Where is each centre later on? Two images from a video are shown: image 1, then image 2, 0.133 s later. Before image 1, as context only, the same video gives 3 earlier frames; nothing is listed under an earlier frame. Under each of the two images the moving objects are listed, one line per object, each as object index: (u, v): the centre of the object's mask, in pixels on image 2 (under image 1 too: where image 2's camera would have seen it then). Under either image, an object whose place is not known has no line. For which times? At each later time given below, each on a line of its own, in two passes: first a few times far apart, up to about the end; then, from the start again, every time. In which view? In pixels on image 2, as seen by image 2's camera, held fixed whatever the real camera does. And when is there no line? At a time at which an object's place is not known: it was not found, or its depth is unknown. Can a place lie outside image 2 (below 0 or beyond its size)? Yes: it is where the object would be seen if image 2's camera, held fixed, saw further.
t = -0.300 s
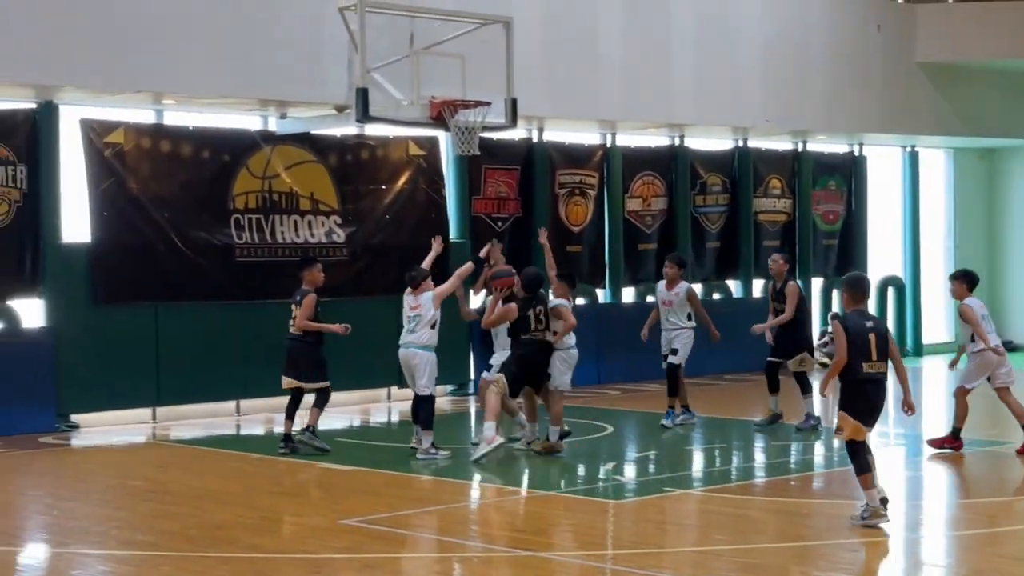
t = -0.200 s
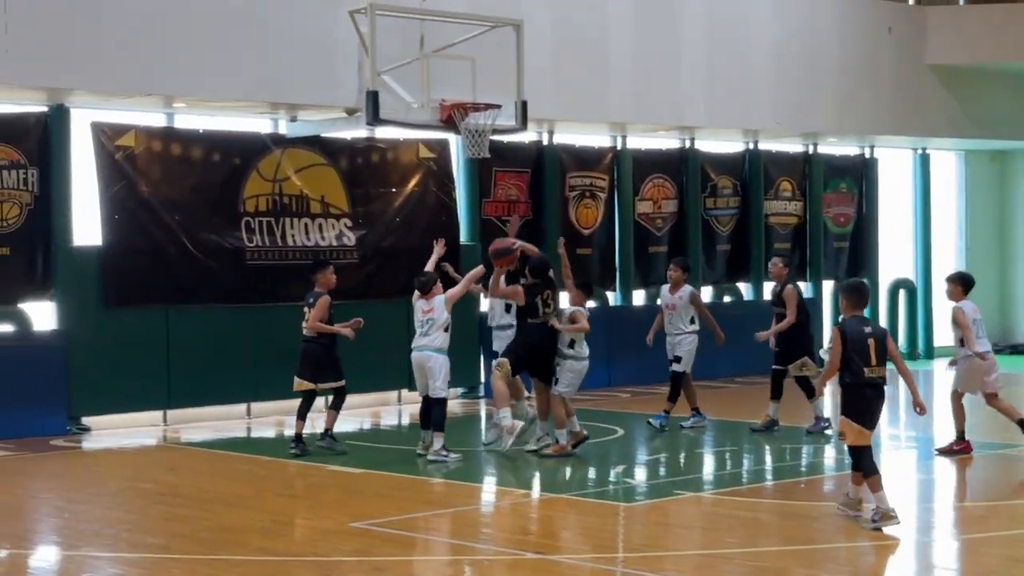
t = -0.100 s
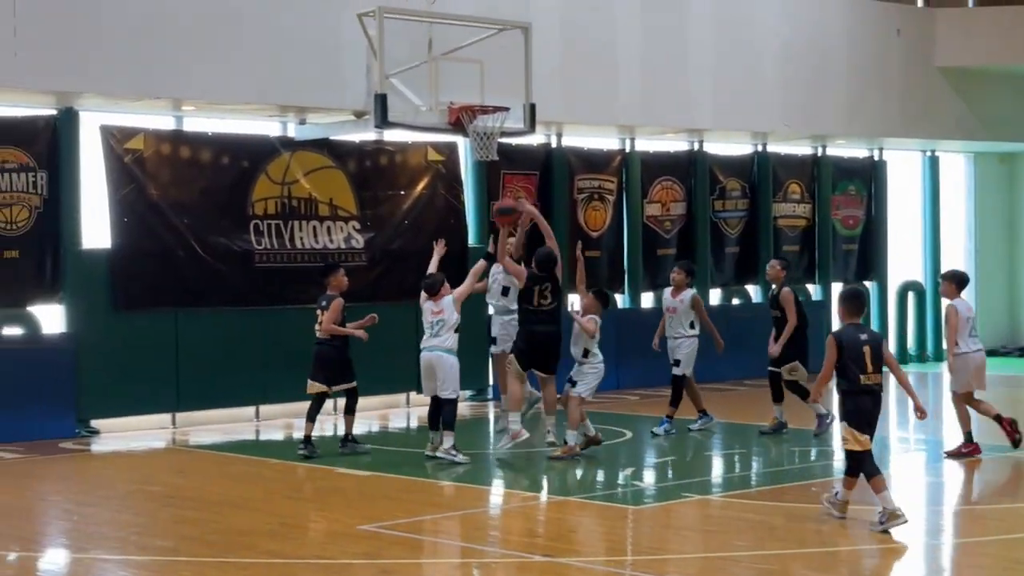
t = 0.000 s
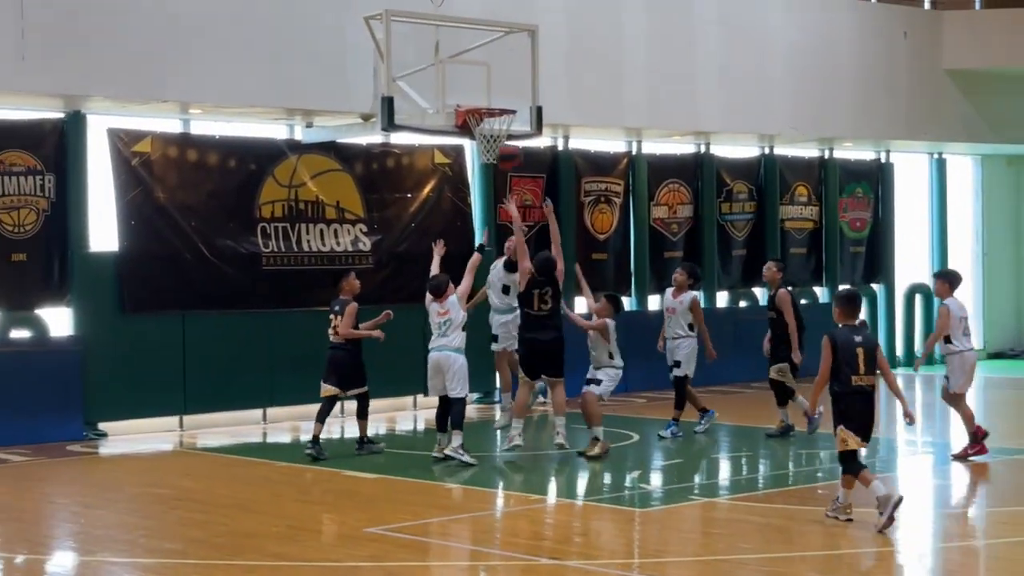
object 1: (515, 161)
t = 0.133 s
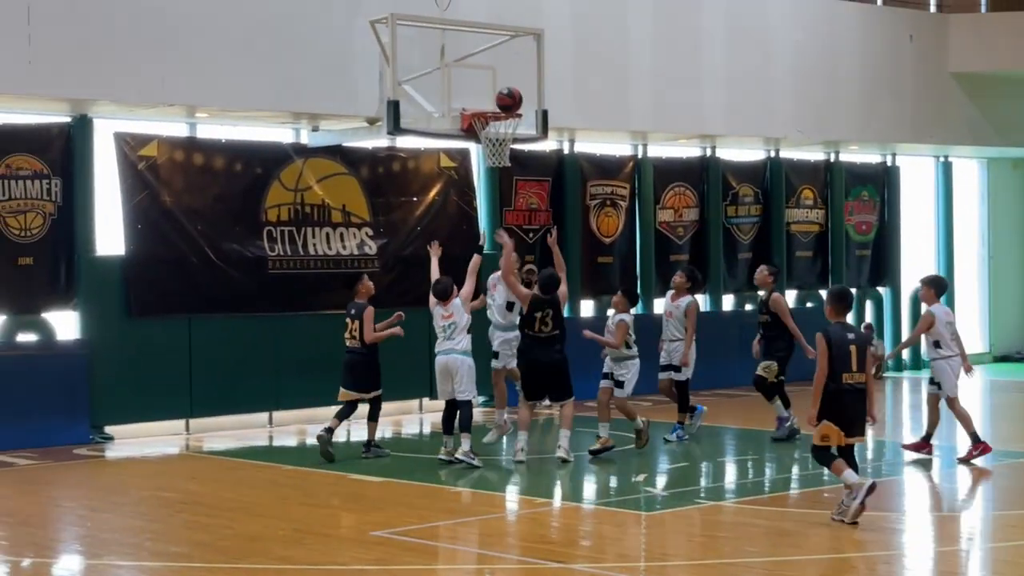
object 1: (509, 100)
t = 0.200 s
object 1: (506, 79)
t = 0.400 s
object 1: (499, 49)
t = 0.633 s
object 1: (492, 69)
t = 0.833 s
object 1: (522, 106)
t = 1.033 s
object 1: (563, 127)
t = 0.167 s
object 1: (507, 89)
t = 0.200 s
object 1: (506, 79)
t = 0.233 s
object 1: (505, 71)
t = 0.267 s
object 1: (504, 64)
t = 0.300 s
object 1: (502, 58)
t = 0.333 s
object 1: (501, 53)
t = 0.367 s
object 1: (500, 51)
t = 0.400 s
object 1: (499, 49)
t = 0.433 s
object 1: (498, 48)
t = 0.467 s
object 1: (497, 49)
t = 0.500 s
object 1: (496, 50)
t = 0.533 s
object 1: (495, 53)
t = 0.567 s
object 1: (494, 58)
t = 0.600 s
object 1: (493, 63)
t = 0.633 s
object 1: (492, 69)
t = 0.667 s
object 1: (491, 76)
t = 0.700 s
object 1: (497, 81)
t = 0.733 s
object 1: (503, 87)
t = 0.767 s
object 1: (509, 95)
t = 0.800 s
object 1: (515, 103)
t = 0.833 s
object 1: (522, 106)
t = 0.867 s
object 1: (529, 107)
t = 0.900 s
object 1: (535, 109)
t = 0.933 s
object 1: (542, 112)
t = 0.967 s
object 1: (550, 116)
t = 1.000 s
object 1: (557, 120)
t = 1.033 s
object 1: (563, 127)
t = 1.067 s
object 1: (570, 133)
